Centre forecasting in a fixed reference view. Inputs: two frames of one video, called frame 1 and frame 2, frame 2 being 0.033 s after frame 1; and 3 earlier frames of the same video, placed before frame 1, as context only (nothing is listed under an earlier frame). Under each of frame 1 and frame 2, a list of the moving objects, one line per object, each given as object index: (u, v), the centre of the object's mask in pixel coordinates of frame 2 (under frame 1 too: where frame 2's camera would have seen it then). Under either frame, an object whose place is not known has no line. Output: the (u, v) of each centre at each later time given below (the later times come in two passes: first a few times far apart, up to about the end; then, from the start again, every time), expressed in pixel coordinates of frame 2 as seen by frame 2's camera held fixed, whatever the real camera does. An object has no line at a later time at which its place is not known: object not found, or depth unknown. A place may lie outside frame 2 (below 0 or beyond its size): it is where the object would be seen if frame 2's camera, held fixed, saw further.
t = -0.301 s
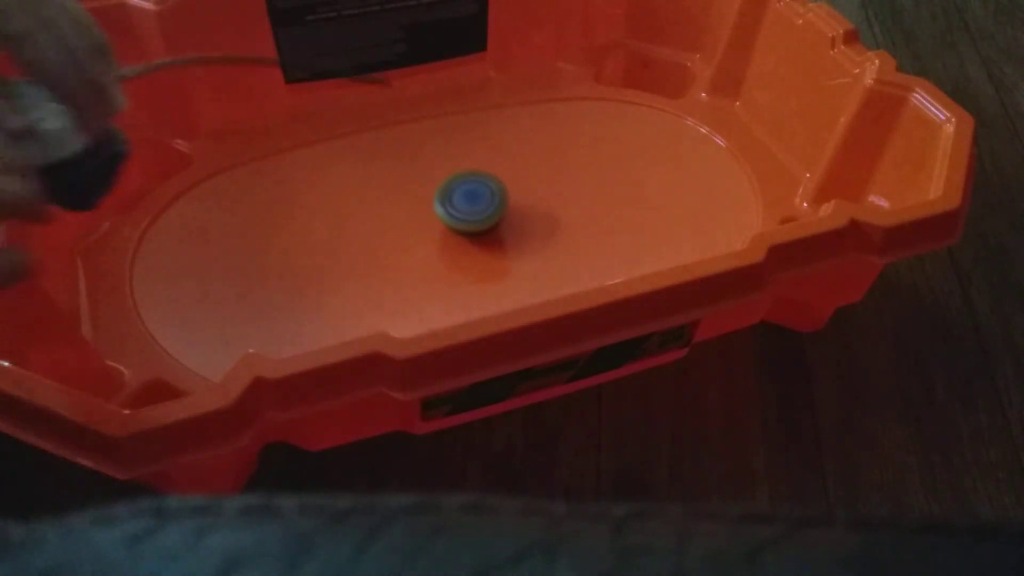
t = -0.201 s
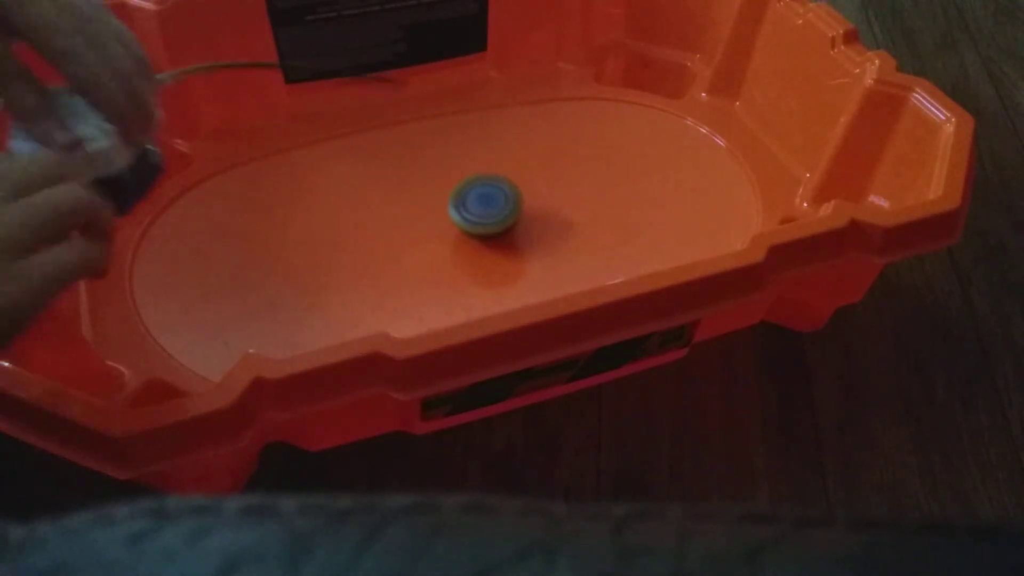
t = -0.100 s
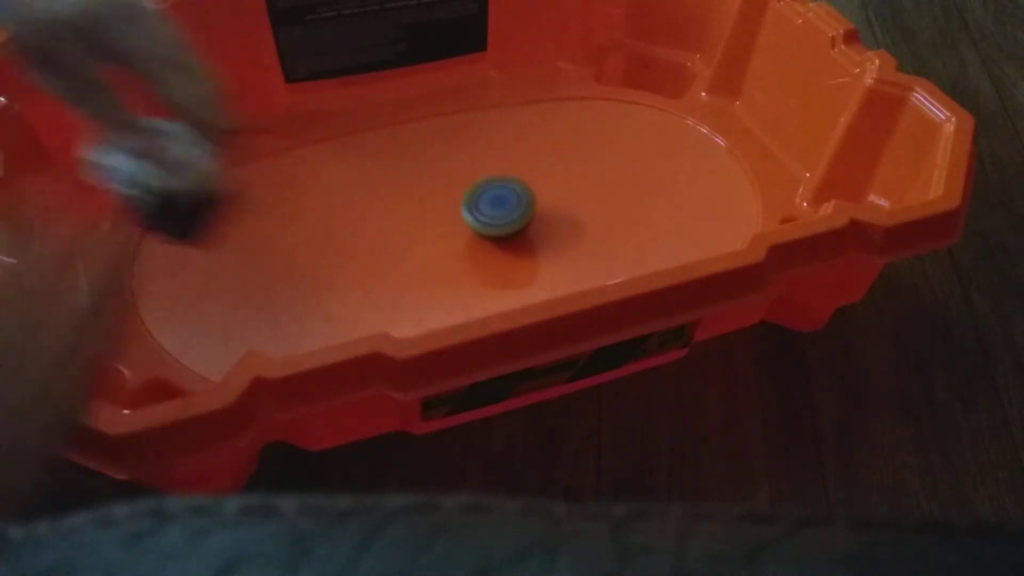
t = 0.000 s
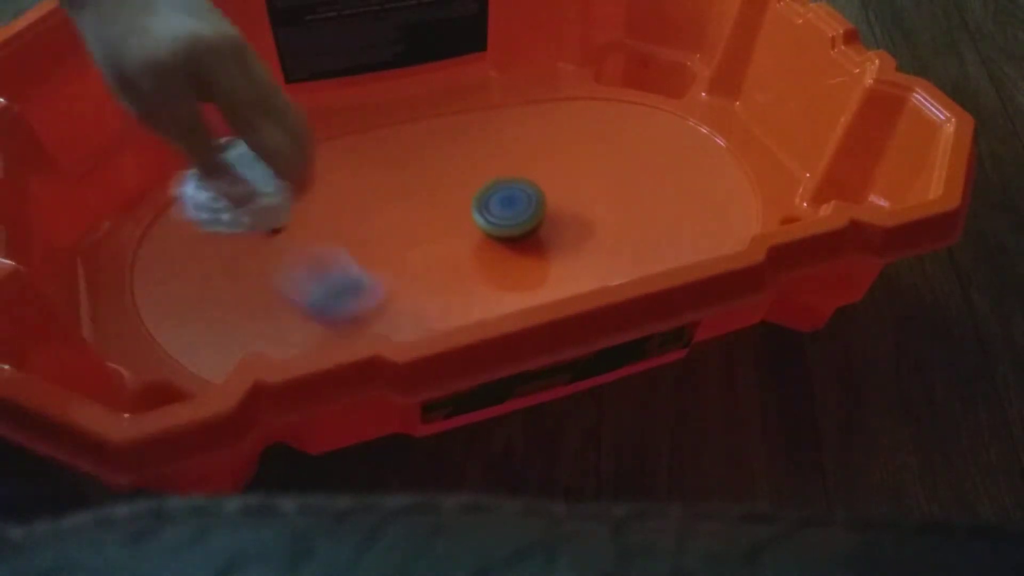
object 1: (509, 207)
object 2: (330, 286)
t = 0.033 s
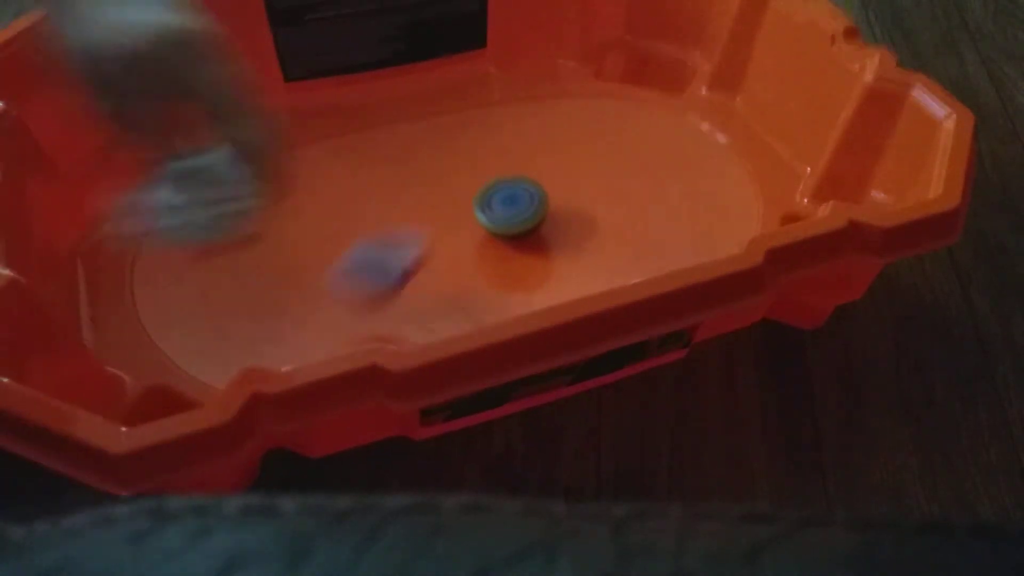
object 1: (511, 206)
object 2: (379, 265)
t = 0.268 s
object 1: (532, 232)
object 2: (558, 81)
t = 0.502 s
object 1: (519, 244)
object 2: (557, 101)
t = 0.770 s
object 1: (492, 251)
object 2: (411, 207)
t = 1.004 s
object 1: (462, 251)
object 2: (323, 243)
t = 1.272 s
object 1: (409, 247)
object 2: (327, 266)
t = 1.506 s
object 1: (422, 216)
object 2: (350, 280)
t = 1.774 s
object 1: (427, 182)
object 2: (378, 241)
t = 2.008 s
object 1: (452, 156)
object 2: (385, 249)
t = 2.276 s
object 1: (474, 152)
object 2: (404, 227)
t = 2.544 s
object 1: (509, 166)
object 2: (404, 209)
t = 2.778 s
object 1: (542, 187)
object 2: (418, 206)
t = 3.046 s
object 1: (566, 215)
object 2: (450, 200)
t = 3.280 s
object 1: (570, 238)
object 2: (483, 200)
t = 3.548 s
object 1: (551, 253)
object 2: (508, 203)
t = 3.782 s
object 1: (520, 259)
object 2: (516, 204)
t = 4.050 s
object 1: (471, 251)
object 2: (520, 201)
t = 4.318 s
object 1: (420, 227)
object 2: (519, 209)
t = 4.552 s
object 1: (398, 199)
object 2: (523, 218)
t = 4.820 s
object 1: (395, 175)
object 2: (520, 222)
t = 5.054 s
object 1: (409, 172)
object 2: (518, 226)
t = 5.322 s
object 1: (443, 181)
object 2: (516, 228)
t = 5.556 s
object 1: (477, 193)
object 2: (525, 235)
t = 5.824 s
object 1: (490, 195)
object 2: (559, 233)
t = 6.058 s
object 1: (490, 204)
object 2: (561, 221)
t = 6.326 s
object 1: (460, 198)
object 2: (597, 225)
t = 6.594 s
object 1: (450, 206)
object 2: (564, 217)
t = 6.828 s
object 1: (436, 204)
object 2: (520, 230)
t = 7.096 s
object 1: (430, 203)
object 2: (506, 235)
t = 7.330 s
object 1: (434, 204)
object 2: (492, 241)
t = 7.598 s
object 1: (445, 200)
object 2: (482, 249)
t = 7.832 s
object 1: (455, 195)
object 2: (497, 244)
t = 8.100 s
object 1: (465, 194)
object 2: (519, 235)
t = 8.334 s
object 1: (472, 196)
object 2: (539, 229)
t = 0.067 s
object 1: (513, 203)
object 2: (420, 225)
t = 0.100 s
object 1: (519, 211)
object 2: (459, 200)
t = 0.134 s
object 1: (518, 216)
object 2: (493, 172)
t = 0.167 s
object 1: (524, 220)
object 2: (511, 137)
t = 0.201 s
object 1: (528, 225)
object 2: (530, 117)
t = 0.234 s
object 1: (531, 229)
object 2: (546, 109)
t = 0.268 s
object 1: (532, 232)
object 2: (558, 81)
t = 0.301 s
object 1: (531, 234)
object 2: (569, 55)
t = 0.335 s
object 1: (530, 237)
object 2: (575, 49)
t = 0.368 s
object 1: (529, 238)
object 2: (576, 57)
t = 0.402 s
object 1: (526, 239)
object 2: (574, 66)
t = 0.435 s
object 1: (524, 242)
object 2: (571, 72)
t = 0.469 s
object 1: (522, 243)
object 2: (565, 87)
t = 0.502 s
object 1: (519, 244)
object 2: (557, 101)
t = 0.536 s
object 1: (516, 246)
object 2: (545, 117)
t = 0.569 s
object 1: (512, 247)
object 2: (531, 133)
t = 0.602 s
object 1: (509, 248)
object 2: (514, 149)
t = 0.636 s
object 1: (506, 249)
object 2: (494, 164)
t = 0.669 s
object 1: (503, 250)
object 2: (474, 178)
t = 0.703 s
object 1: (499, 250)
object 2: (453, 190)
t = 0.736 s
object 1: (495, 251)
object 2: (432, 200)
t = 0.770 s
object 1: (492, 251)
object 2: (411, 207)
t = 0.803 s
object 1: (488, 252)
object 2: (392, 214)
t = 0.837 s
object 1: (484, 252)
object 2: (374, 220)
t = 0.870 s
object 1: (480, 252)
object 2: (359, 224)
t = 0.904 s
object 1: (476, 252)
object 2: (346, 229)
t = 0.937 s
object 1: (472, 252)
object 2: (336, 234)
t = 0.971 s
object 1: (467, 252)
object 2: (329, 238)
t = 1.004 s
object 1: (462, 251)
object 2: (323, 243)
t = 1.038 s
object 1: (456, 251)
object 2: (320, 247)
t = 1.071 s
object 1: (450, 251)
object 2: (318, 250)
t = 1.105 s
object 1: (443, 251)
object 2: (317, 253)
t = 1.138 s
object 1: (436, 251)
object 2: (318, 256)
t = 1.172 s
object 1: (428, 251)
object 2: (319, 259)
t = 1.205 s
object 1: (420, 251)
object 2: (320, 262)
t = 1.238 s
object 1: (413, 249)
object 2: (323, 264)
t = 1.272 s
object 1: (409, 247)
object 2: (327, 266)
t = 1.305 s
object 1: (406, 246)
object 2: (331, 268)
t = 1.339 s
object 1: (404, 243)
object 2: (334, 269)
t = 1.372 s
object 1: (411, 238)
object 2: (329, 272)
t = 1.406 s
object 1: (416, 232)
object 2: (327, 274)
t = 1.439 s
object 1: (420, 226)
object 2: (330, 276)
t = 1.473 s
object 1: (422, 221)
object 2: (339, 278)
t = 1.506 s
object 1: (422, 216)
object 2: (350, 280)
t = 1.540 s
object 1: (422, 211)
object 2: (362, 280)
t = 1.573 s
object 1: (421, 207)
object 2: (371, 276)
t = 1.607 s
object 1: (420, 203)
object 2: (379, 270)
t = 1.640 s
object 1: (420, 200)
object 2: (384, 262)
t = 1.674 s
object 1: (419, 197)
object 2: (388, 253)
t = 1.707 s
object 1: (419, 194)
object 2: (391, 244)
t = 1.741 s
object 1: (420, 190)
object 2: (389, 239)
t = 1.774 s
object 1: (427, 182)
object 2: (378, 241)
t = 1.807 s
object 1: (434, 176)
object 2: (371, 245)
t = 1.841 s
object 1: (439, 170)
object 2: (367, 248)
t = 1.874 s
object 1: (444, 166)
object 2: (366, 249)
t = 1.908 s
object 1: (446, 163)
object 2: (368, 250)
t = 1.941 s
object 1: (448, 160)
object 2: (372, 250)
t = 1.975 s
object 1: (450, 158)
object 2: (378, 250)
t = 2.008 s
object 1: (452, 156)
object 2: (385, 249)
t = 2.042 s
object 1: (455, 154)
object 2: (391, 249)
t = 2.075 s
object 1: (457, 153)
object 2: (397, 247)
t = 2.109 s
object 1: (460, 152)
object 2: (403, 245)
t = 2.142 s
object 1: (462, 151)
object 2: (408, 243)
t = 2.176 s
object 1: (465, 151)
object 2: (410, 240)
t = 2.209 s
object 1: (468, 152)
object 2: (410, 236)
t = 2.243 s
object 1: (471, 152)
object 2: (408, 232)
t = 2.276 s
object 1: (474, 152)
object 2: (404, 227)
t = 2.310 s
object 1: (478, 153)
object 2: (401, 221)
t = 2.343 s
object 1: (482, 154)
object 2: (399, 217)
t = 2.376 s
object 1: (486, 155)
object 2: (399, 214)
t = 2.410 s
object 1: (490, 157)
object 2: (399, 212)
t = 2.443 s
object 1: (494, 159)
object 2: (400, 211)
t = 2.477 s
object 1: (499, 161)
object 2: (401, 210)
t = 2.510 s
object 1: (504, 163)
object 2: (402, 209)
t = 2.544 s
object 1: (509, 166)
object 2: (404, 209)
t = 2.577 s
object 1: (514, 169)
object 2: (405, 209)
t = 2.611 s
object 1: (519, 171)
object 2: (407, 209)
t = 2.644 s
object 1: (524, 175)
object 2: (408, 208)
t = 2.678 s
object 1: (529, 177)
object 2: (410, 208)
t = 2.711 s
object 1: (534, 181)
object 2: (412, 208)
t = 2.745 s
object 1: (538, 184)
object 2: (415, 207)
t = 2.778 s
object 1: (542, 187)
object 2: (418, 206)
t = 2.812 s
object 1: (546, 191)
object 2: (421, 206)
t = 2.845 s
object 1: (550, 194)
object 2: (424, 205)
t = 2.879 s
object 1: (553, 198)
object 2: (427, 204)
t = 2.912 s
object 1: (557, 201)
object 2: (431, 202)
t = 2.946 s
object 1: (559, 205)
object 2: (436, 202)
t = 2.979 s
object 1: (562, 208)
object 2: (440, 201)
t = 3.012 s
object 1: (564, 211)
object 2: (445, 200)
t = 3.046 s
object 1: (566, 215)
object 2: (450, 200)
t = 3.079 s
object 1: (568, 218)
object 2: (454, 200)
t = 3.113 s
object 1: (570, 222)
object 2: (459, 199)
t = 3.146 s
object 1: (571, 225)
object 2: (464, 199)
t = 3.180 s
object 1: (571, 229)
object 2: (469, 199)
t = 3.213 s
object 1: (571, 232)
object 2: (473, 200)
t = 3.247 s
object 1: (570, 235)
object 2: (478, 200)
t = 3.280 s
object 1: (570, 238)
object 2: (483, 200)
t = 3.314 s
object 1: (568, 240)
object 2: (487, 200)
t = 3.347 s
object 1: (567, 243)
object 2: (492, 200)
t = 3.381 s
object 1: (564, 244)
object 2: (496, 201)
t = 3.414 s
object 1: (562, 247)
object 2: (499, 202)
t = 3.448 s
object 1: (560, 249)
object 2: (502, 202)
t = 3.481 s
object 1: (557, 250)
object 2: (505, 203)
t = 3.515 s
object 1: (554, 253)
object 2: (507, 203)
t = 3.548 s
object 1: (551, 253)
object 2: (508, 203)
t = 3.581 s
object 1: (547, 254)
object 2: (510, 204)
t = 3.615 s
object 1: (544, 256)
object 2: (511, 205)
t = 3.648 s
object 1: (539, 257)
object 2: (512, 205)
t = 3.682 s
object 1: (535, 257)
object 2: (513, 205)
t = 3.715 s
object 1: (530, 258)
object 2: (514, 205)
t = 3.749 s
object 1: (525, 258)
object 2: (515, 205)
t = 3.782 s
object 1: (520, 259)
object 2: (516, 204)
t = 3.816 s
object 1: (515, 259)
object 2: (516, 204)
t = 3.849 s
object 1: (509, 259)
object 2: (517, 203)
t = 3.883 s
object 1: (504, 258)
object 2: (517, 203)
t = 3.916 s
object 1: (497, 257)
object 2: (518, 203)
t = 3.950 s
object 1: (491, 256)
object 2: (519, 202)
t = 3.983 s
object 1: (484, 255)
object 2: (520, 201)
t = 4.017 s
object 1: (478, 253)
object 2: (520, 201)
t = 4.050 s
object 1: (471, 251)
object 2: (520, 201)
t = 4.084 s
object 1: (464, 249)
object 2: (521, 202)
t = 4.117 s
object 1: (457, 247)
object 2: (520, 202)
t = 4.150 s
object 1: (449, 244)
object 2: (520, 203)
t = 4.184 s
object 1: (443, 241)
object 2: (520, 204)
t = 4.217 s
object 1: (436, 238)
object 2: (520, 206)
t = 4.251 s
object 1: (430, 235)
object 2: (520, 207)
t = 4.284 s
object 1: (425, 231)
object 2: (520, 208)
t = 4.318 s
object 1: (420, 227)
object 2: (519, 209)
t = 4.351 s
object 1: (416, 223)
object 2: (519, 210)
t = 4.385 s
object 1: (412, 218)
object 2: (519, 210)
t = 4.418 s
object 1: (409, 214)
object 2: (520, 212)
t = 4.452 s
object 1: (406, 210)
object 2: (522, 213)
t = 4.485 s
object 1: (403, 206)
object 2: (523, 215)
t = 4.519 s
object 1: (400, 203)
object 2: (524, 217)
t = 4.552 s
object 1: (398, 199)
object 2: (523, 218)
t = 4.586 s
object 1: (396, 196)
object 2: (522, 218)
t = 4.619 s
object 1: (394, 192)
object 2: (521, 218)
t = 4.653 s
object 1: (394, 188)
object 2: (521, 219)
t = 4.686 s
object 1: (393, 185)
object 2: (521, 220)
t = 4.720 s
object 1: (393, 182)
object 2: (521, 221)
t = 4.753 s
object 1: (393, 179)
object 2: (521, 222)
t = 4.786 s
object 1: (394, 178)
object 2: (520, 223)
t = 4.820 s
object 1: (395, 175)
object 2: (520, 222)
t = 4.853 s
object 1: (396, 174)
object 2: (520, 222)
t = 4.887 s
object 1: (398, 173)
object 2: (519, 223)
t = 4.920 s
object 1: (400, 173)
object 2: (519, 224)
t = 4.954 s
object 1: (401, 172)
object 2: (519, 225)
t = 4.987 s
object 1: (404, 172)
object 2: (518, 226)
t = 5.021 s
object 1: (406, 172)
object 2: (518, 226)
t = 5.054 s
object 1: (409, 172)
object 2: (518, 226)
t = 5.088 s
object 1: (412, 173)
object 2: (518, 226)
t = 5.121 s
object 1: (415, 173)
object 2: (518, 226)
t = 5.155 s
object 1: (419, 174)
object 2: (518, 225)
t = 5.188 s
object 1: (424, 175)
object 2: (518, 225)
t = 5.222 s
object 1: (428, 175)
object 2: (517, 226)
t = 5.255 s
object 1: (433, 177)
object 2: (517, 226)
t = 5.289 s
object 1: (438, 179)
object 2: (516, 227)
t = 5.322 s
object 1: (443, 181)
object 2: (516, 228)
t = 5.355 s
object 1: (449, 183)
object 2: (516, 228)
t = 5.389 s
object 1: (454, 185)
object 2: (516, 229)
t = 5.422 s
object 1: (460, 188)
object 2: (516, 229)
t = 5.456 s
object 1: (465, 190)
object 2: (517, 230)
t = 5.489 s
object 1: (469, 191)
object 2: (519, 232)
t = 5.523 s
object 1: (473, 191)
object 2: (523, 234)
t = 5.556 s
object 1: (477, 193)
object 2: (525, 235)
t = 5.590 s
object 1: (480, 194)
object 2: (528, 235)
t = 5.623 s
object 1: (483, 193)
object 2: (533, 236)
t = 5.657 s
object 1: (485, 194)
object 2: (536, 235)
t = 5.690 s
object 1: (488, 196)
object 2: (539, 234)
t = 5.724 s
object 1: (489, 196)
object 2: (544, 234)
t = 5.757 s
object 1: (489, 194)
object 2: (551, 235)
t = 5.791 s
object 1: (489, 194)
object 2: (556, 234)
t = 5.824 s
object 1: (490, 195)
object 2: (559, 233)
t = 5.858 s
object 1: (490, 197)
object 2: (561, 232)
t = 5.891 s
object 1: (490, 198)
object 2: (562, 229)
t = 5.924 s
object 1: (490, 200)
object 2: (562, 227)
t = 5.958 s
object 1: (491, 201)
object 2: (561, 225)
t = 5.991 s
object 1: (491, 203)
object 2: (560, 223)
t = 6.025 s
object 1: (490, 204)
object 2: (560, 222)
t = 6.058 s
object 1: (490, 204)
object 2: (561, 221)
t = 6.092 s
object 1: (488, 203)
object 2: (563, 221)
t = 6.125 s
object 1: (480, 199)
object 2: (573, 226)
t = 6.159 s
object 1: (474, 196)
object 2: (582, 229)
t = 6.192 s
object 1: (471, 195)
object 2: (588, 230)
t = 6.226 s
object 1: (467, 196)
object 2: (592, 230)
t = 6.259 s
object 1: (464, 196)
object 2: (594, 229)
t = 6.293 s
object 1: (462, 197)
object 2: (597, 227)
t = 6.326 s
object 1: (460, 198)
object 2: (597, 225)
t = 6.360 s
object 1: (458, 199)
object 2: (597, 223)
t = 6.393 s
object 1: (457, 200)
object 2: (595, 221)
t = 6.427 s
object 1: (455, 201)
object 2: (592, 218)
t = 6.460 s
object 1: (454, 202)
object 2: (589, 217)
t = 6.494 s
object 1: (453, 203)
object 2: (584, 216)
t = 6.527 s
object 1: (452, 204)
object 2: (579, 216)
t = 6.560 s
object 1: (451, 205)
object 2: (572, 216)
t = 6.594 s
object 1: (450, 206)
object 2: (564, 217)
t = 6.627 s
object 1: (449, 206)
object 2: (556, 218)
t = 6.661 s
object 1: (448, 207)
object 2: (547, 219)
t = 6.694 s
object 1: (448, 206)
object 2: (538, 220)
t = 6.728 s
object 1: (447, 206)
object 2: (528, 221)
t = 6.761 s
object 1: (446, 206)
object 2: (520, 223)
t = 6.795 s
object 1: (442, 205)
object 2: (518, 226)
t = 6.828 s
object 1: (436, 204)
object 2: (520, 230)
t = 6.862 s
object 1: (433, 203)
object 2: (520, 233)
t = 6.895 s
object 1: (432, 202)
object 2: (519, 235)
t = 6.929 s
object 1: (431, 202)
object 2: (518, 236)
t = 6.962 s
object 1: (430, 202)
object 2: (516, 237)
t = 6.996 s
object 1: (430, 202)
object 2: (514, 237)
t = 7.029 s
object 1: (430, 203)
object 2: (512, 237)
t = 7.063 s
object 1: (429, 203)
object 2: (509, 236)
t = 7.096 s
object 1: (430, 203)
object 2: (506, 235)
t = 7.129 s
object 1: (430, 204)
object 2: (504, 234)
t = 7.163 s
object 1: (430, 204)
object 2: (502, 234)
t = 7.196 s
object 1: (430, 204)
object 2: (501, 235)
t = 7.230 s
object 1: (431, 205)
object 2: (499, 236)
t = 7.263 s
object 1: (432, 205)
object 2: (496, 238)
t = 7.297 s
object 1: (433, 204)
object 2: (494, 239)
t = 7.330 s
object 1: (434, 204)
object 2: (492, 241)
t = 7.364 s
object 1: (435, 204)
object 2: (490, 243)
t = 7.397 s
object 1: (436, 204)
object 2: (488, 244)
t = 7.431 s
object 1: (438, 204)
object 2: (487, 246)
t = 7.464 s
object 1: (439, 203)
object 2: (485, 246)
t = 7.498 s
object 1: (440, 203)
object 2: (484, 247)
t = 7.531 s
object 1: (442, 202)
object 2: (482, 248)
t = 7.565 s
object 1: (443, 201)
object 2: (482, 249)
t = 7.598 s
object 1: (445, 200)
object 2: (482, 249)
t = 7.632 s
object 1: (446, 199)
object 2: (483, 248)
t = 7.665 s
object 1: (448, 199)
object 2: (484, 246)
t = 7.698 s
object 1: (450, 198)
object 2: (486, 245)
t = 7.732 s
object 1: (452, 197)
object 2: (489, 245)
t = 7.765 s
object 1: (452, 195)
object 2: (492, 246)
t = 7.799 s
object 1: (453, 195)
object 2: (495, 246)
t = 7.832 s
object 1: (455, 195)
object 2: (497, 244)
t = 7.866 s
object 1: (456, 195)
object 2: (499, 242)
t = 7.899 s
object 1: (457, 195)
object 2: (502, 239)
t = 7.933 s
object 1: (458, 195)
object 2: (504, 237)
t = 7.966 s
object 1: (459, 195)
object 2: (507, 235)
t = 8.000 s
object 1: (460, 195)
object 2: (509, 235)
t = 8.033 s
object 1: (462, 195)
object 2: (512, 234)
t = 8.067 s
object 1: (464, 195)
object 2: (515, 234)
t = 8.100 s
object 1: (465, 194)
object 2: (519, 235)
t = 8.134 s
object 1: (466, 194)
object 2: (523, 234)
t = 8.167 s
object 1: (468, 194)
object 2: (525, 233)
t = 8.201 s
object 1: (470, 195)
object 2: (527, 231)
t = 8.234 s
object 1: (472, 196)
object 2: (529, 230)
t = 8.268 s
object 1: (472, 196)
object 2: (532, 229)
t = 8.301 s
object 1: (472, 196)
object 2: (536, 230)
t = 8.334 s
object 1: (472, 196)
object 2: (539, 229)
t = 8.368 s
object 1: (472, 197)
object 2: (541, 229)
